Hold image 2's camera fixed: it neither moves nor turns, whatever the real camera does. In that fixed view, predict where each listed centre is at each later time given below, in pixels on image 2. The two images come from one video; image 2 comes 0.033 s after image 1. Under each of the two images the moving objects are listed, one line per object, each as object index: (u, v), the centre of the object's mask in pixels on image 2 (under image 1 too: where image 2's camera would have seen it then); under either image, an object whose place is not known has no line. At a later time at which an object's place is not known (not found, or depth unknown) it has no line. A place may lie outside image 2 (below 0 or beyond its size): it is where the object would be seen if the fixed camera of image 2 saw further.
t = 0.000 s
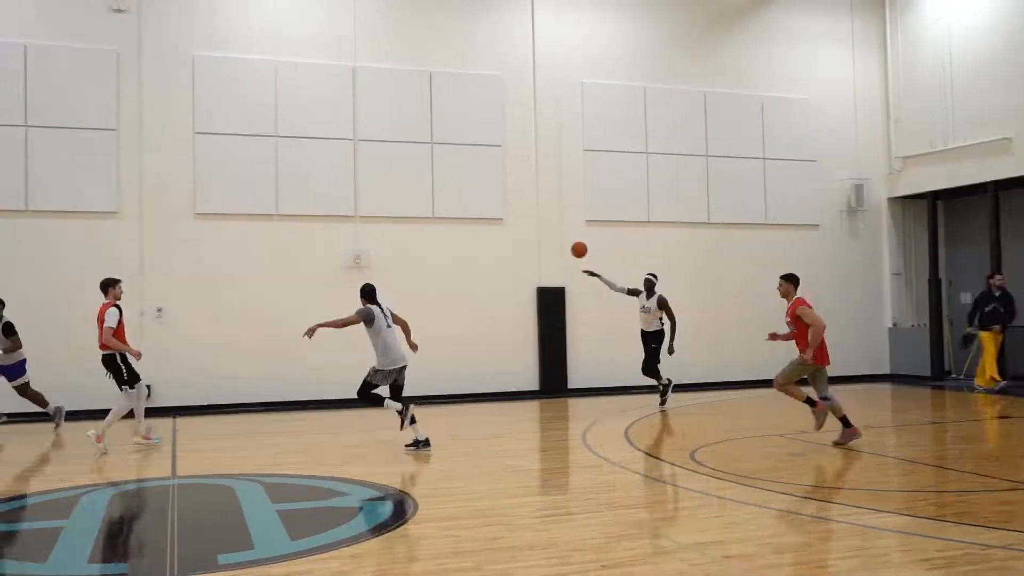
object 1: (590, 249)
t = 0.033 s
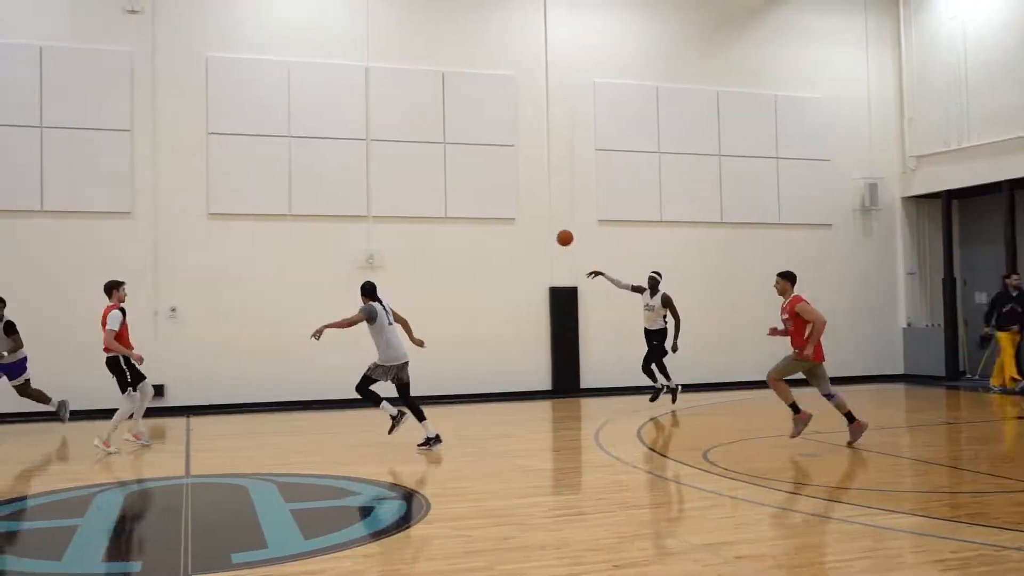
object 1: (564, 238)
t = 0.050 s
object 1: (552, 232)
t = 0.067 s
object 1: (539, 226)
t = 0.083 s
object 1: (525, 221)
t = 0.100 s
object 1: (512, 216)
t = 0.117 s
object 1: (499, 211)
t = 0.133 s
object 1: (485, 206)
